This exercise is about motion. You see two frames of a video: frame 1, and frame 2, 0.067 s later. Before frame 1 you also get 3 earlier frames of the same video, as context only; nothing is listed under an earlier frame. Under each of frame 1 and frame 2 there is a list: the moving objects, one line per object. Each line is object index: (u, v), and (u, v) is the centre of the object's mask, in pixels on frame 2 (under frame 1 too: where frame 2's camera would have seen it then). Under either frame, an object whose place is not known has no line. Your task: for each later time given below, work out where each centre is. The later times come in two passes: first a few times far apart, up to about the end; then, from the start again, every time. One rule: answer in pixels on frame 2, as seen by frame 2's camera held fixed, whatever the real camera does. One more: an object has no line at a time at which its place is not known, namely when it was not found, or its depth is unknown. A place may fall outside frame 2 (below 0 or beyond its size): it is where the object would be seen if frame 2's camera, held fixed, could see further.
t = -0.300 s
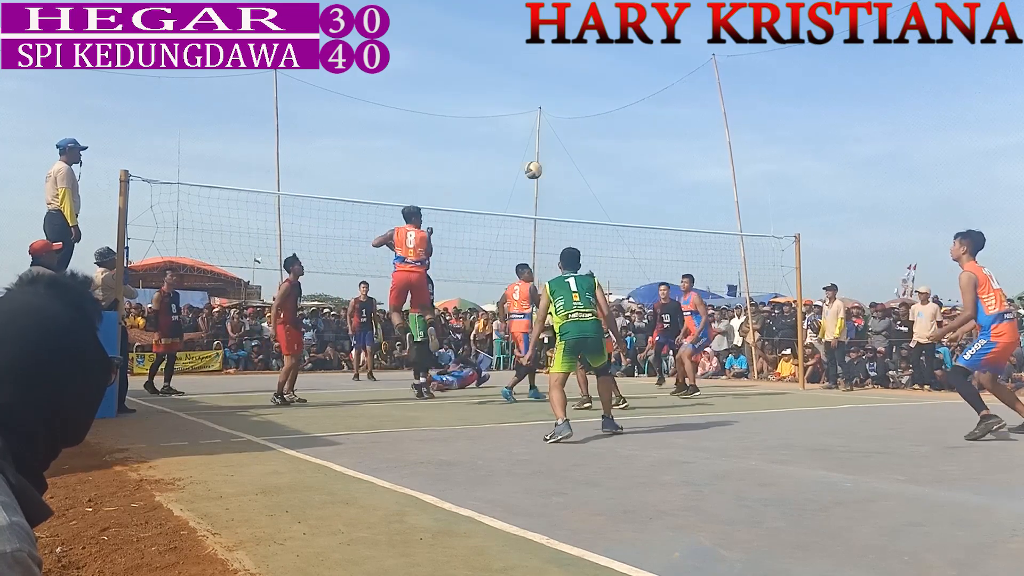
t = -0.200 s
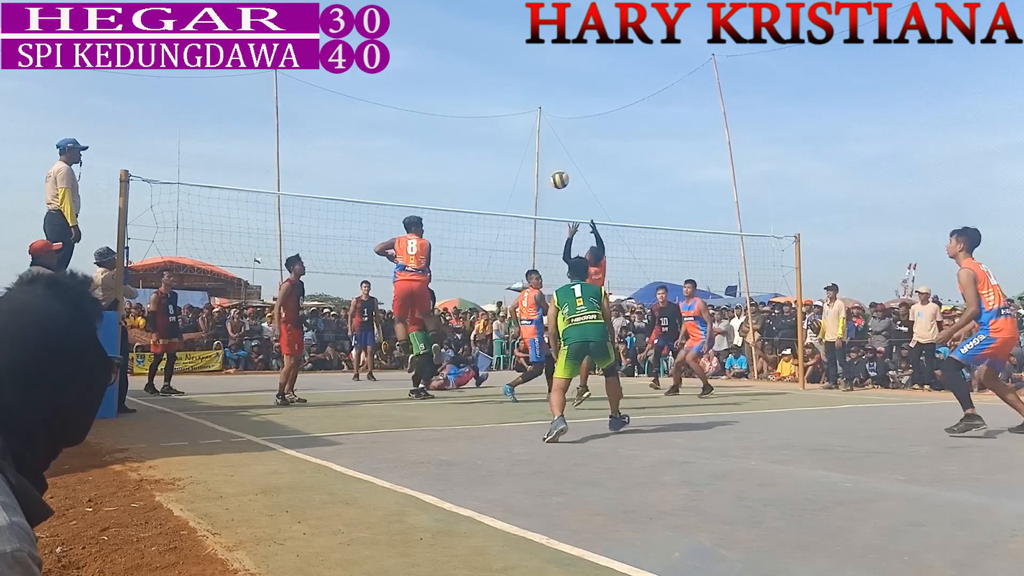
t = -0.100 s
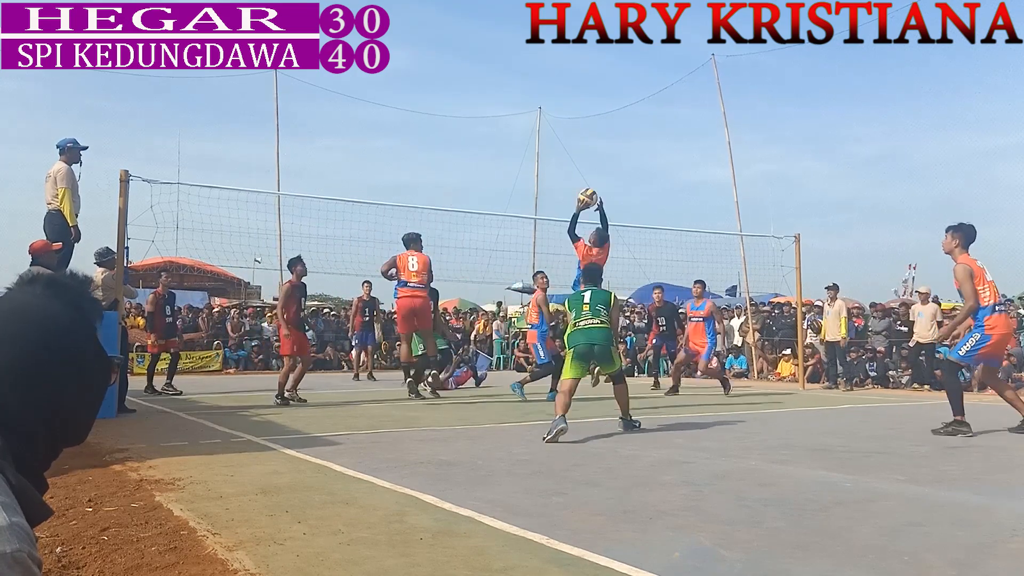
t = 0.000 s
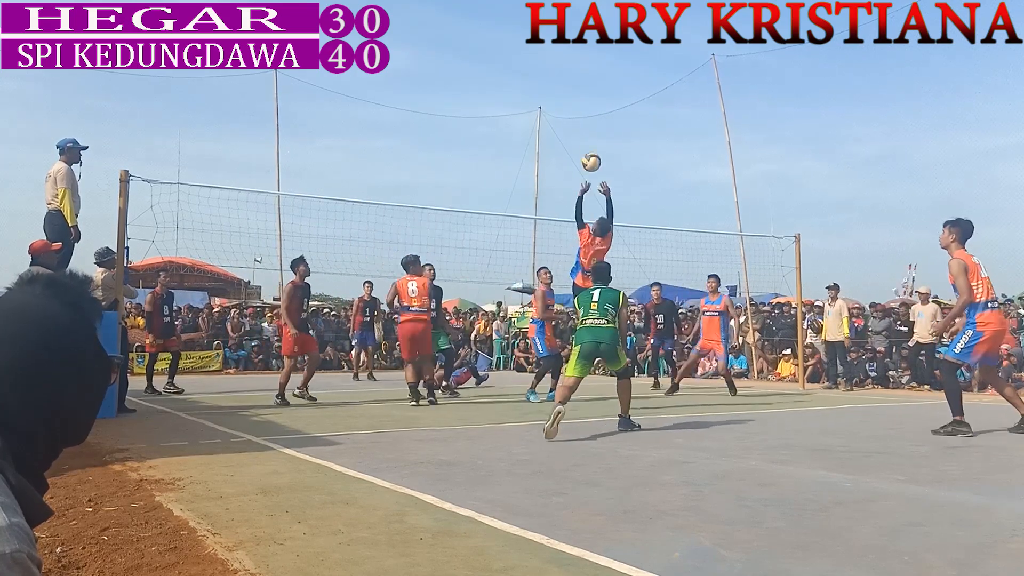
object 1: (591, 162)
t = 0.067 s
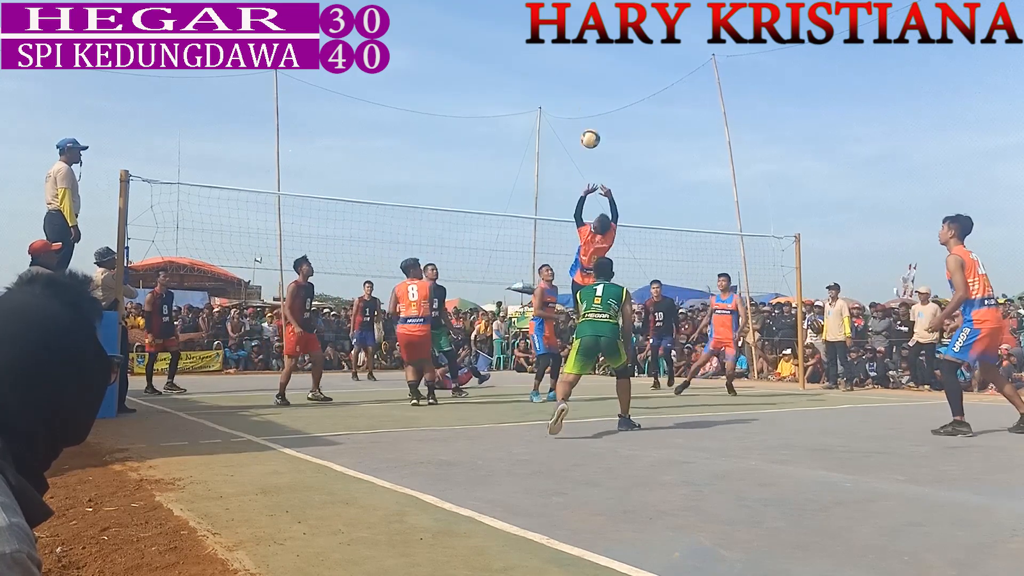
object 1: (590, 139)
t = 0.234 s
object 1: (588, 100)
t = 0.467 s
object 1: (583, 89)
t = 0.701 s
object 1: (577, 122)
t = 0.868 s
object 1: (571, 170)
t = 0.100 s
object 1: (590, 129)
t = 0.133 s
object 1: (589, 120)
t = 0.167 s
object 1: (589, 112)
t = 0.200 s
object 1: (588, 106)
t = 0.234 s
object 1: (588, 100)
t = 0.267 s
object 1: (587, 95)
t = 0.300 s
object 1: (587, 92)
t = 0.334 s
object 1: (586, 90)
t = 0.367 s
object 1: (585, 88)
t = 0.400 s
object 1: (585, 87)
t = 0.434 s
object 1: (584, 88)
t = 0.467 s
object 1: (583, 89)
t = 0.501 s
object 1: (583, 91)
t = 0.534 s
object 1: (582, 94)
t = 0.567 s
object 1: (581, 98)
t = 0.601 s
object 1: (580, 103)
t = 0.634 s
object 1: (579, 108)
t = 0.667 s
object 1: (578, 114)
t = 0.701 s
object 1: (577, 122)
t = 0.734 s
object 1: (576, 130)
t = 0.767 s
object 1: (575, 139)
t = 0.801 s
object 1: (574, 149)
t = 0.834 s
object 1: (572, 159)
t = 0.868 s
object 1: (571, 170)
